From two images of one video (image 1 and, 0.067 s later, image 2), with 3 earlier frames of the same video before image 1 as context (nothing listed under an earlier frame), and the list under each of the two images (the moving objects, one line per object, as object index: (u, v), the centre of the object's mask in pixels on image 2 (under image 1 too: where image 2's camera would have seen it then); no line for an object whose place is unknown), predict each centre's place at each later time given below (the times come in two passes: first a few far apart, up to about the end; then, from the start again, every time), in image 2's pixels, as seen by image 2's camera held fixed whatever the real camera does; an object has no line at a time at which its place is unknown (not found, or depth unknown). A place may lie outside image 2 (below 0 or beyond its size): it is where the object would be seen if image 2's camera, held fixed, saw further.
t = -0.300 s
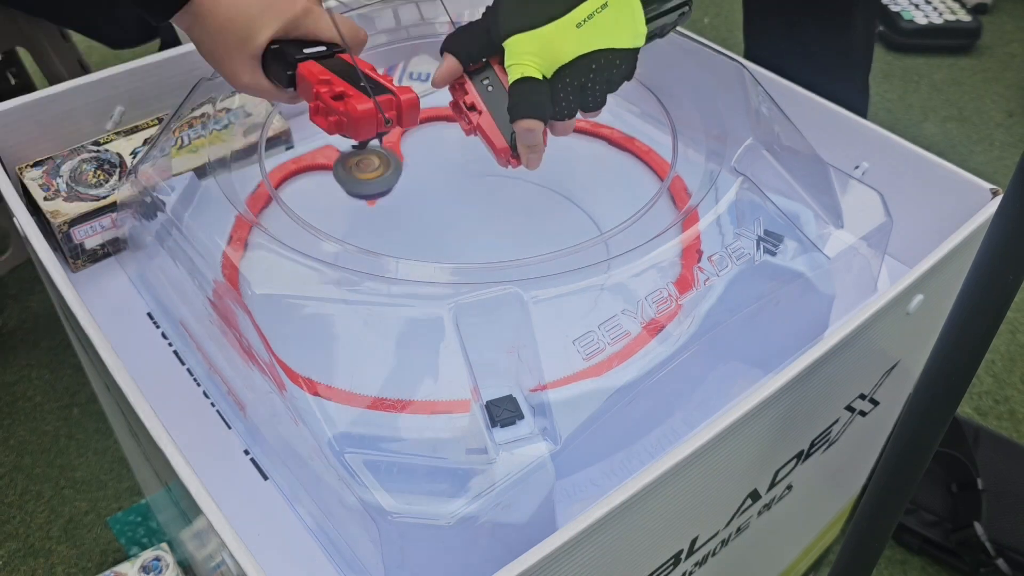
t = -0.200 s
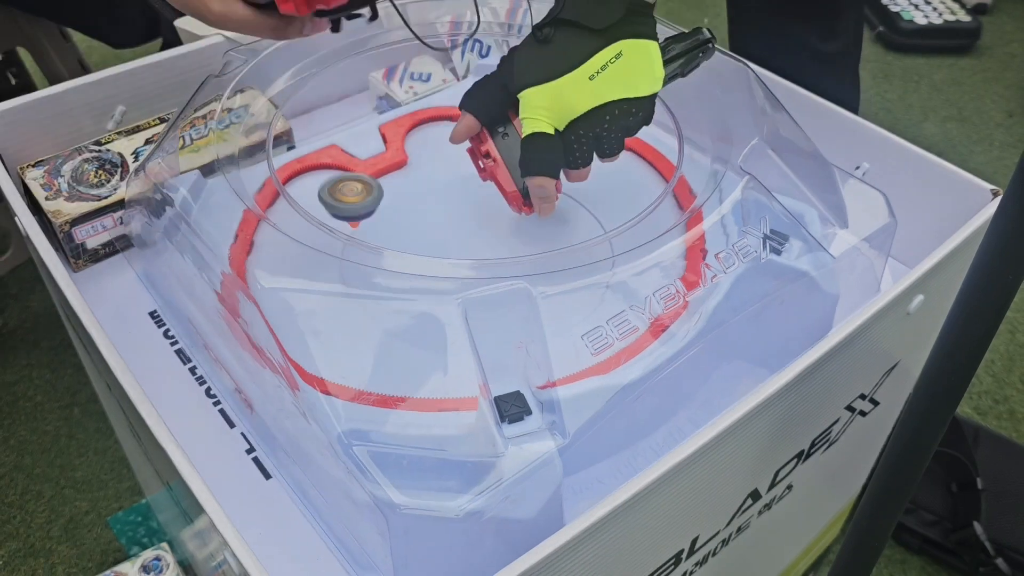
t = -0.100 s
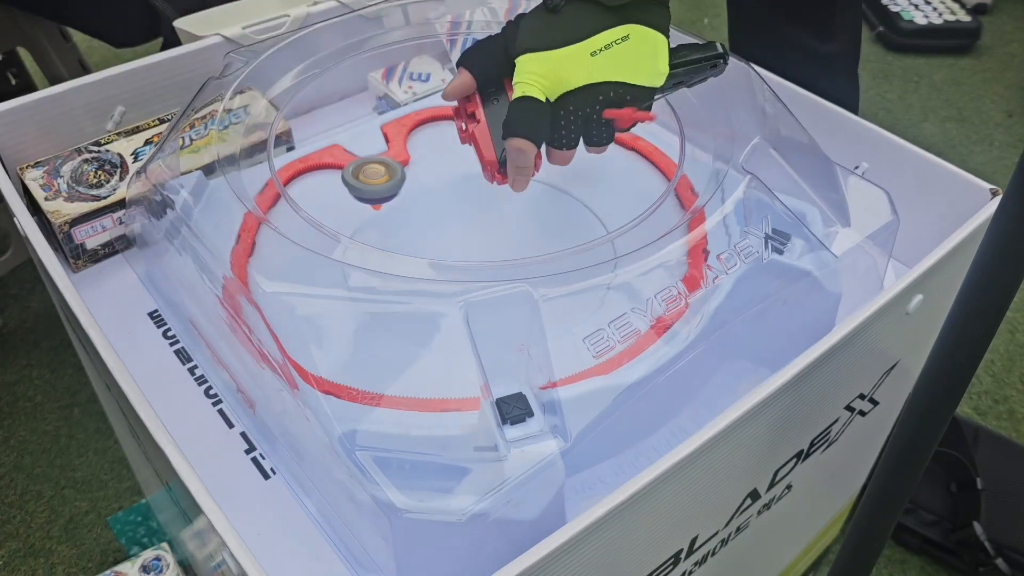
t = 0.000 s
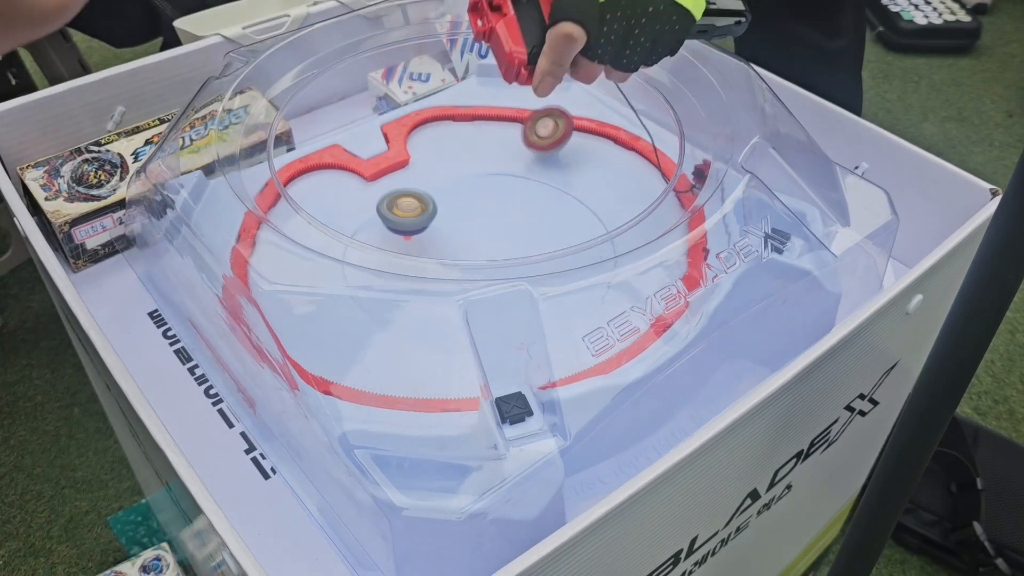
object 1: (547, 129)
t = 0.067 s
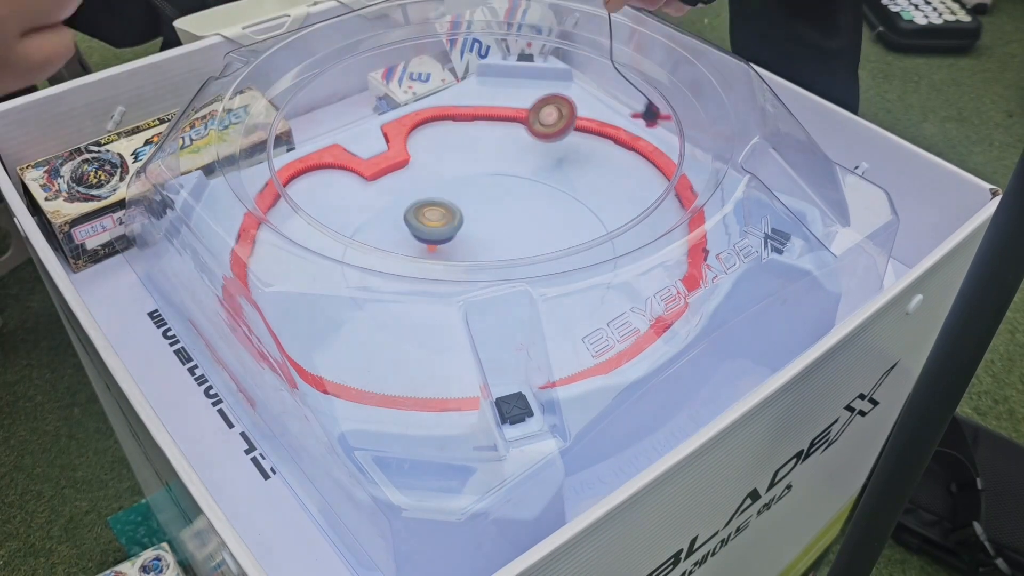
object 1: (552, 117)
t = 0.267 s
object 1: (563, 159)
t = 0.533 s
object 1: (549, 297)
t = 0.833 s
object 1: (447, 377)
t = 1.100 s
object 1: (462, 309)
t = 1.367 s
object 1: (500, 242)
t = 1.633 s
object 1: (515, 345)
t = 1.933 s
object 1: (291, 164)
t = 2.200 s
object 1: (312, 184)
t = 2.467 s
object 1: (459, 288)
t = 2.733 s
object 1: (583, 323)
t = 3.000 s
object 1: (559, 305)
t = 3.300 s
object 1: (395, 283)
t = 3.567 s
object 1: (409, 291)
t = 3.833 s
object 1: (494, 190)
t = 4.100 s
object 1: (452, 165)
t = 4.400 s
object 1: (306, 215)
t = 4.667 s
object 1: (286, 238)
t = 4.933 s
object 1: (303, 195)
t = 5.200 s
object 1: (367, 226)
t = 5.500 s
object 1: (582, 243)
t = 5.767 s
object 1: (535, 160)
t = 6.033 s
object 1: (384, 166)
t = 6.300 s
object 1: (445, 212)
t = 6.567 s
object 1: (511, 160)
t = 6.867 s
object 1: (458, 198)
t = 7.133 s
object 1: (495, 185)
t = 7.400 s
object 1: (502, 219)
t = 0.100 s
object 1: (552, 128)
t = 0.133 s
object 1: (554, 128)
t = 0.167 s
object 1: (556, 131)
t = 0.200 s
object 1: (557, 143)
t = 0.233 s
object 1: (560, 146)
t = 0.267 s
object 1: (563, 159)
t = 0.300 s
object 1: (567, 166)
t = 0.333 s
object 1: (570, 181)
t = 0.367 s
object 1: (569, 199)
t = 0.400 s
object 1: (567, 218)
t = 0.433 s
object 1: (563, 233)
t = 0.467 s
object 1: (559, 251)
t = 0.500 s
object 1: (554, 280)
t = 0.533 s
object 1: (549, 297)
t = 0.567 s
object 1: (540, 312)
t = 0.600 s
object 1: (529, 319)
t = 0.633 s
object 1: (511, 337)
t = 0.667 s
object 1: (504, 345)
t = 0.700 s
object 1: (494, 356)
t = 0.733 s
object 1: (482, 362)
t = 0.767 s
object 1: (468, 371)
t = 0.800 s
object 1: (453, 378)
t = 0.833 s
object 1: (447, 377)
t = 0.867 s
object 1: (446, 370)
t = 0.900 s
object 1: (445, 364)
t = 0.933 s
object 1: (447, 353)
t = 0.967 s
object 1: (448, 344)
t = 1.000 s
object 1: (451, 334)
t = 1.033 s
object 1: (454, 325)
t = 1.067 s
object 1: (459, 315)
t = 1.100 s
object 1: (462, 309)
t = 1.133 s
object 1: (469, 295)
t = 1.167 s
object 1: (471, 286)
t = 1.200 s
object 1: (483, 252)
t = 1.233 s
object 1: (484, 247)
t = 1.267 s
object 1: (485, 239)
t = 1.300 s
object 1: (487, 227)
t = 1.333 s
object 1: (492, 229)
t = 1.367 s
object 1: (500, 242)
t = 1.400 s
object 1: (507, 249)
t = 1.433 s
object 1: (506, 296)
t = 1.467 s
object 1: (513, 294)
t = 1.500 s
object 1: (515, 306)
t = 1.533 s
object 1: (517, 313)
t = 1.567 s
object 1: (518, 322)
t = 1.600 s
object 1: (517, 335)
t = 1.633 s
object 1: (515, 345)
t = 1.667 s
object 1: (514, 354)
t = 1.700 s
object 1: (510, 356)
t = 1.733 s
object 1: (499, 358)
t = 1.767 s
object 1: (455, 287)
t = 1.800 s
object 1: (417, 232)
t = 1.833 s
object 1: (376, 190)
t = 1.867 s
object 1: (345, 170)
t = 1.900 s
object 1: (314, 162)
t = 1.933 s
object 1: (291, 164)
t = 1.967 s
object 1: (270, 180)
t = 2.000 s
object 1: (263, 152)
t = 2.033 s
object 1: (253, 129)
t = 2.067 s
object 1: (264, 131)
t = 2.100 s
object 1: (274, 145)
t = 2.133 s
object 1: (289, 169)
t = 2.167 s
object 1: (301, 172)
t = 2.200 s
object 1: (312, 184)
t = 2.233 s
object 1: (323, 192)
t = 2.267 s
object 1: (337, 203)
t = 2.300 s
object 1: (354, 217)
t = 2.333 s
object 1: (374, 228)
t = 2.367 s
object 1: (396, 239)
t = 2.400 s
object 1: (415, 253)
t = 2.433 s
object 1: (437, 277)
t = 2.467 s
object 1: (459, 288)
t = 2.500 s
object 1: (486, 305)
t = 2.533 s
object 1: (504, 309)
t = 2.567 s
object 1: (527, 311)
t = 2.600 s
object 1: (551, 317)
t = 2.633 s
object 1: (566, 322)
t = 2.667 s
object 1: (573, 329)
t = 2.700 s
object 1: (581, 329)
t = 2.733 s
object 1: (583, 323)
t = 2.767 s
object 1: (593, 320)
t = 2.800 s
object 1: (601, 317)
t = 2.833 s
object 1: (599, 313)
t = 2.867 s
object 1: (598, 309)
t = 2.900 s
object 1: (595, 307)
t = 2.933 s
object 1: (586, 306)
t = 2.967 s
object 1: (573, 306)
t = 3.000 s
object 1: (559, 305)
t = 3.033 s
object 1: (544, 305)
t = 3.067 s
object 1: (525, 303)
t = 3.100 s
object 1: (506, 307)
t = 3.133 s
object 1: (488, 305)
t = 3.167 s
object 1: (470, 297)
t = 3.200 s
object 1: (449, 290)
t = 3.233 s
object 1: (429, 288)
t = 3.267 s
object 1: (412, 283)
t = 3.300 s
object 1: (395, 283)
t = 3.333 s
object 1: (375, 289)
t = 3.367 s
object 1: (355, 306)
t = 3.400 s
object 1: (334, 338)
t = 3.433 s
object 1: (334, 340)
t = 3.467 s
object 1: (354, 325)
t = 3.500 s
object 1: (376, 319)
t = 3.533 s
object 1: (391, 303)
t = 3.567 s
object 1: (409, 291)
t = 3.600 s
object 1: (423, 287)
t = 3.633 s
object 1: (441, 274)
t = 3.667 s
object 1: (455, 252)
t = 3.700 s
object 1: (466, 243)
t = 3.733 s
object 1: (477, 230)
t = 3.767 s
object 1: (485, 216)
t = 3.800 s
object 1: (490, 202)
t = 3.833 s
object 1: (494, 190)
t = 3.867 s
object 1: (497, 182)
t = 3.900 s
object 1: (497, 173)
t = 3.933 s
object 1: (495, 166)
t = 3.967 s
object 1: (491, 162)
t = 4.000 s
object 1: (484, 161)
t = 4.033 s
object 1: (475, 161)
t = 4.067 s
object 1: (465, 162)
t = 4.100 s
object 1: (452, 165)
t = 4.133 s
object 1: (438, 169)
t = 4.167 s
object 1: (423, 175)
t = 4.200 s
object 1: (407, 181)
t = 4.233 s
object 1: (391, 188)
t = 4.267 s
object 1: (374, 194)
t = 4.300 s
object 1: (358, 200)
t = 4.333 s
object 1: (341, 206)
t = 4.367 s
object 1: (326, 207)
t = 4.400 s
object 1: (306, 215)
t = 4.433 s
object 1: (287, 214)
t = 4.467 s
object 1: (267, 217)
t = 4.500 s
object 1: (260, 218)
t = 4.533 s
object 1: (266, 228)
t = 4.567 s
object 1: (270, 230)
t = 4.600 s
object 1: (275, 234)
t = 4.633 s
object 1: (281, 237)
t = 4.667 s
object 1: (286, 238)
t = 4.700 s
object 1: (289, 238)
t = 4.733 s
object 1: (291, 235)
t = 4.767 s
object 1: (291, 234)
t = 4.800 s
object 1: (296, 227)
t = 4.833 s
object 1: (299, 220)
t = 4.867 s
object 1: (300, 212)
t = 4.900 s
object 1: (302, 205)
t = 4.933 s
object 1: (303, 195)
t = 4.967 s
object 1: (304, 184)
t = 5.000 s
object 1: (301, 174)
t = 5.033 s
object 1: (298, 165)
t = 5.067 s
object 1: (301, 159)
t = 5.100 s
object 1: (315, 173)
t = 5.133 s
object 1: (332, 196)
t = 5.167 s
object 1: (348, 208)
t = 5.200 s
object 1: (367, 226)
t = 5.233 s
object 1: (391, 239)
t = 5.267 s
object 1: (414, 248)
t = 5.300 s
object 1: (438, 254)
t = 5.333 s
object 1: (462, 256)
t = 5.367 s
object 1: (489, 256)
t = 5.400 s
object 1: (514, 255)
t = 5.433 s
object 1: (535, 251)
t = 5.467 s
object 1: (562, 247)
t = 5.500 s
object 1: (582, 243)
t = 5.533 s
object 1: (594, 236)
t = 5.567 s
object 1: (598, 219)
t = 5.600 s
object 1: (605, 210)
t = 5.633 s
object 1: (605, 196)
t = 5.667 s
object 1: (590, 188)
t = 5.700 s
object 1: (572, 179)
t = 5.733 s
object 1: (554, 170)
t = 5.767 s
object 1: (535, 160)
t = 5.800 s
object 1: (514, 153)
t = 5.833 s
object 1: (490, 153)
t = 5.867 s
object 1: (466, 157)
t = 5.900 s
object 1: (443, 157)
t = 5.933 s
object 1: (423, 158)
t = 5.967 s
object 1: (405, 160)
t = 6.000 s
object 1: (392, 163)
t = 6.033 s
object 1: (384, 166)
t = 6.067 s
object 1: (379, 170)
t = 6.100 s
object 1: (380, 176)
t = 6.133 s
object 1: (385, 183)
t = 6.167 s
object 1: (396, 195)
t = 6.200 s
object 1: (410, 205)
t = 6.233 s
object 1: (427, 214)
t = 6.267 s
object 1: (434, 212)
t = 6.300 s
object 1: (445, 212)
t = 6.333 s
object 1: (457, 205)
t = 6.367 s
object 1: (468, 201)
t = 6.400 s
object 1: (481, 195)
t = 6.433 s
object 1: (491, 188)
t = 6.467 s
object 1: (499, 181)
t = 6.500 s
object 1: (505, 173)
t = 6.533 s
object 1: (510, 169)
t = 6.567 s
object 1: (511, 160)
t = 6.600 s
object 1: (510, 157)
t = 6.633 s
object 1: (506, 152)
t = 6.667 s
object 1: (500, 159)
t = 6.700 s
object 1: (492, 164)
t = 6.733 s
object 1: (484, 171)
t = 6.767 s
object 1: (474, 177)
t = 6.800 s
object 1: (467, 183)
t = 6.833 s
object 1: (460, 190)
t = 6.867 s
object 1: (458, 198)
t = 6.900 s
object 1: (462, 196)
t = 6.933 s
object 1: (468, 195)
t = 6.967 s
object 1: (476, 194)
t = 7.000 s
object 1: (484, 193)
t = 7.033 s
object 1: (488, 191)
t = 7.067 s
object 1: (492, 189)
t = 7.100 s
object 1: (495, 186)
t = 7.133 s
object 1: (495, 185)
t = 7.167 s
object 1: (493, 184)
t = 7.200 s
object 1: (489, 186)
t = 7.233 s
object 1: (485, 189)
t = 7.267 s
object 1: (482, 194)
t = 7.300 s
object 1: (483, 202)
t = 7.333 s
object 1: (485, 213)
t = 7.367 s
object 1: (490, 222)
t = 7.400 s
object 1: (502, 219)
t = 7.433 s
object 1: (516, 206)
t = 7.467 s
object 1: (528, 193)
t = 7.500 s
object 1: (536, 180)
